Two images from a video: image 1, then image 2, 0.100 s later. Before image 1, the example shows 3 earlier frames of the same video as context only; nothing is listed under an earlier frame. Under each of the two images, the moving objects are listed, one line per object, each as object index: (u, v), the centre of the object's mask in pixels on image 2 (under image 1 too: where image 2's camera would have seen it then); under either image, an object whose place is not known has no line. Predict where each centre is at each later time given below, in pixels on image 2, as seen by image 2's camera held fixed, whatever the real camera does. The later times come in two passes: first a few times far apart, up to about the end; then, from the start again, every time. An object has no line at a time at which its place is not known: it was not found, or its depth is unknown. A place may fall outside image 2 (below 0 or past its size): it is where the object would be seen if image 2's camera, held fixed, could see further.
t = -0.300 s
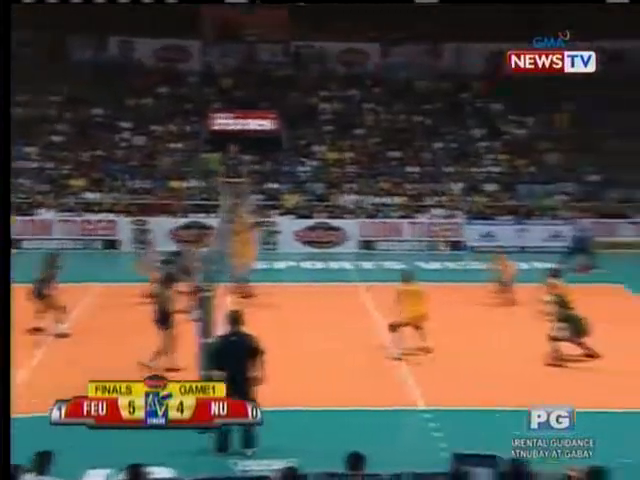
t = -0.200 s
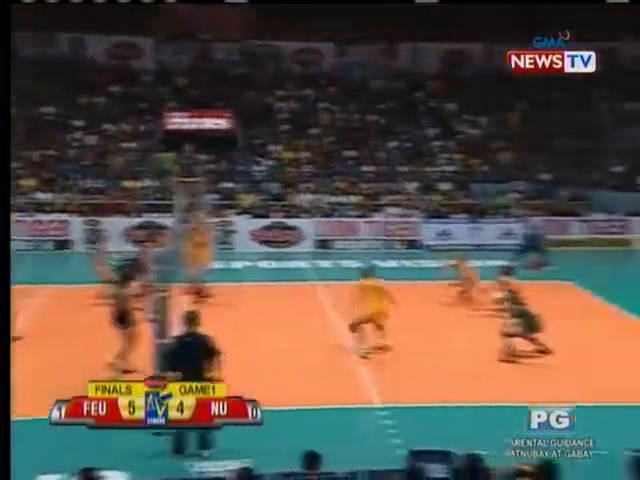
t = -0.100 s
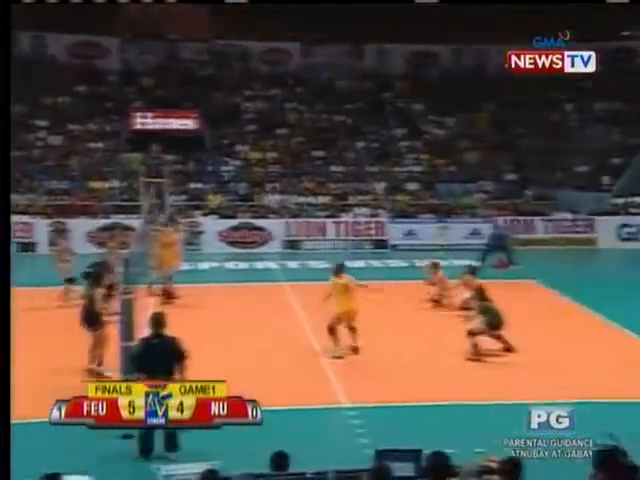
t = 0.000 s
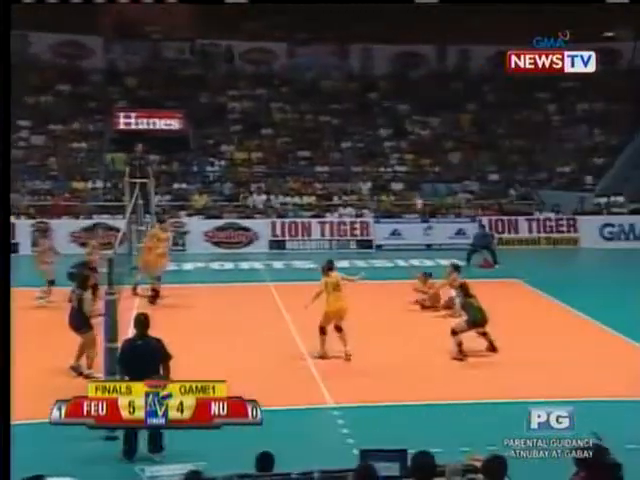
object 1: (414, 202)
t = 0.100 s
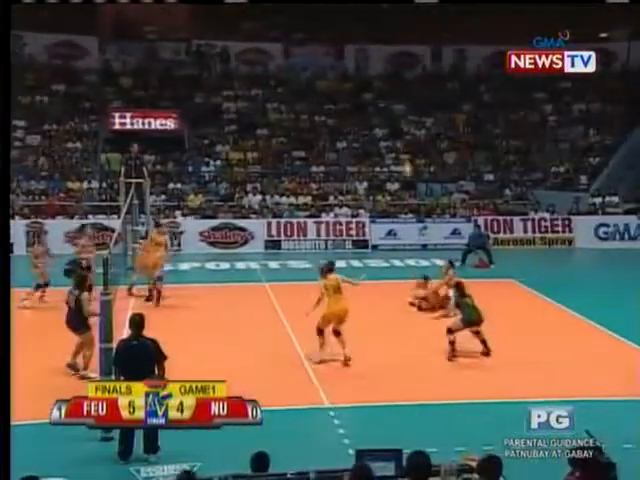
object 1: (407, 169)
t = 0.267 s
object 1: (396, 122)
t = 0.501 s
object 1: (383, 80)
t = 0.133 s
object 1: (404, 159)
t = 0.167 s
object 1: (401, 148)
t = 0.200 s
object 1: (400, 140)
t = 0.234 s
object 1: (398, 130)
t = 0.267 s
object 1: (396, 122)
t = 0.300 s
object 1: (394, 115)
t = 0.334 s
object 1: (391, 107)
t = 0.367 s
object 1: (389, 102)
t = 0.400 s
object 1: (388, 95)
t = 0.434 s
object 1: (387, 90)
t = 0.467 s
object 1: (385, 85)
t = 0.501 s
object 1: (383, 80)
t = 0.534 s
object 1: (381, 77)
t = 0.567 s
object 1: (379, 73)
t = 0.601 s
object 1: (377, 71)
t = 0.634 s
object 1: (375, 69)
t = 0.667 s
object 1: (373, 68)
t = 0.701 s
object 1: (372, 68)
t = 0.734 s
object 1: (370, 68)
